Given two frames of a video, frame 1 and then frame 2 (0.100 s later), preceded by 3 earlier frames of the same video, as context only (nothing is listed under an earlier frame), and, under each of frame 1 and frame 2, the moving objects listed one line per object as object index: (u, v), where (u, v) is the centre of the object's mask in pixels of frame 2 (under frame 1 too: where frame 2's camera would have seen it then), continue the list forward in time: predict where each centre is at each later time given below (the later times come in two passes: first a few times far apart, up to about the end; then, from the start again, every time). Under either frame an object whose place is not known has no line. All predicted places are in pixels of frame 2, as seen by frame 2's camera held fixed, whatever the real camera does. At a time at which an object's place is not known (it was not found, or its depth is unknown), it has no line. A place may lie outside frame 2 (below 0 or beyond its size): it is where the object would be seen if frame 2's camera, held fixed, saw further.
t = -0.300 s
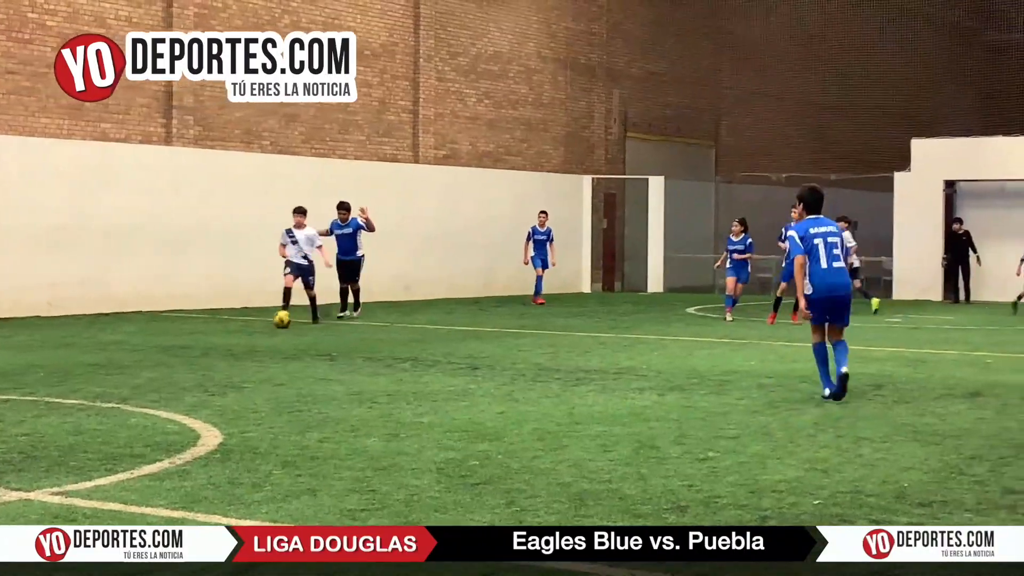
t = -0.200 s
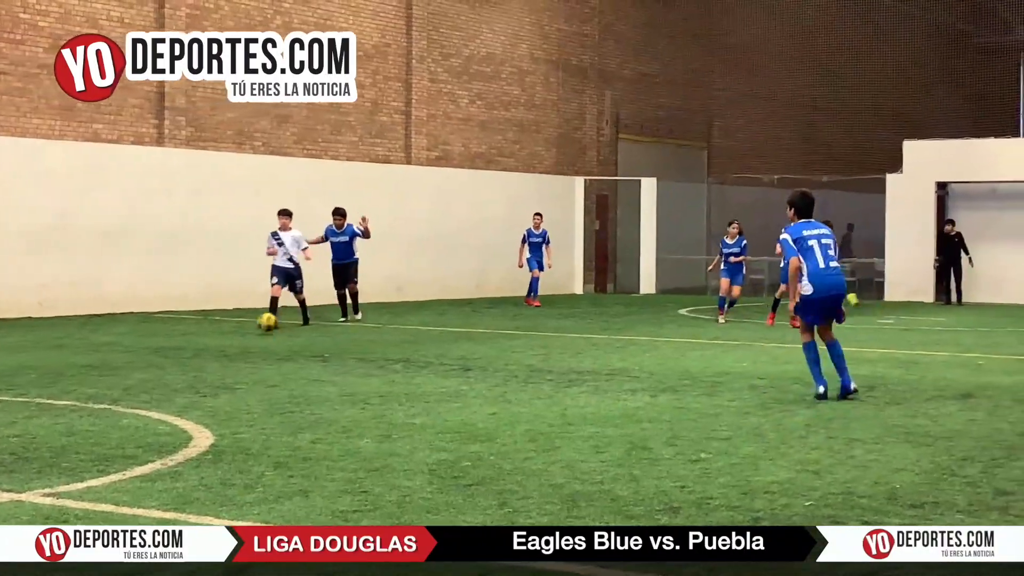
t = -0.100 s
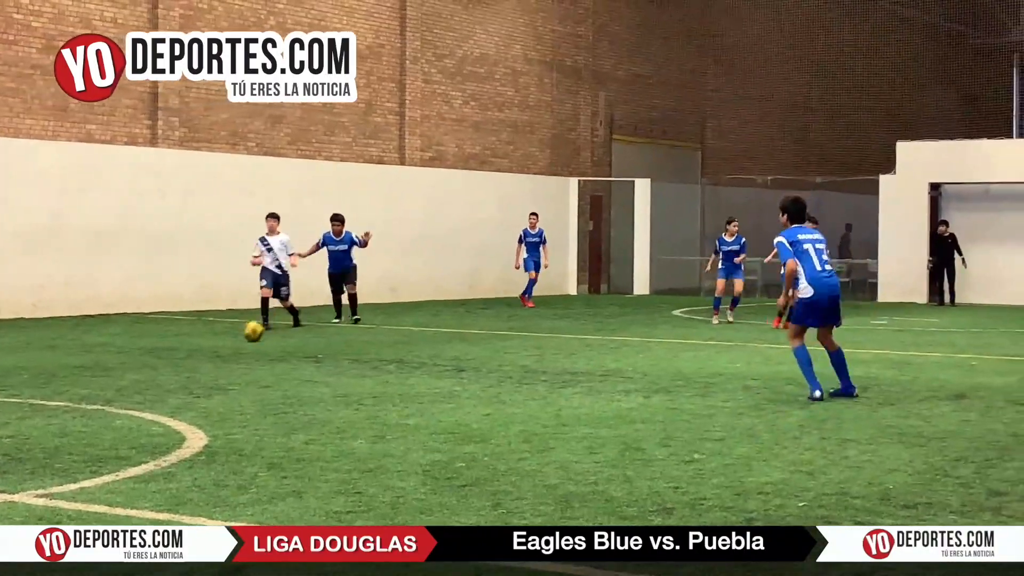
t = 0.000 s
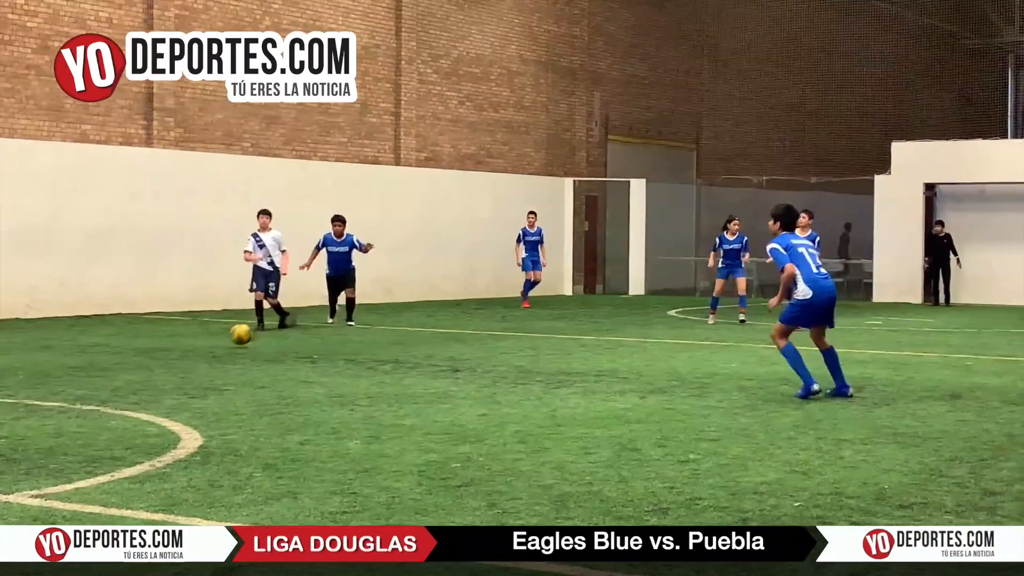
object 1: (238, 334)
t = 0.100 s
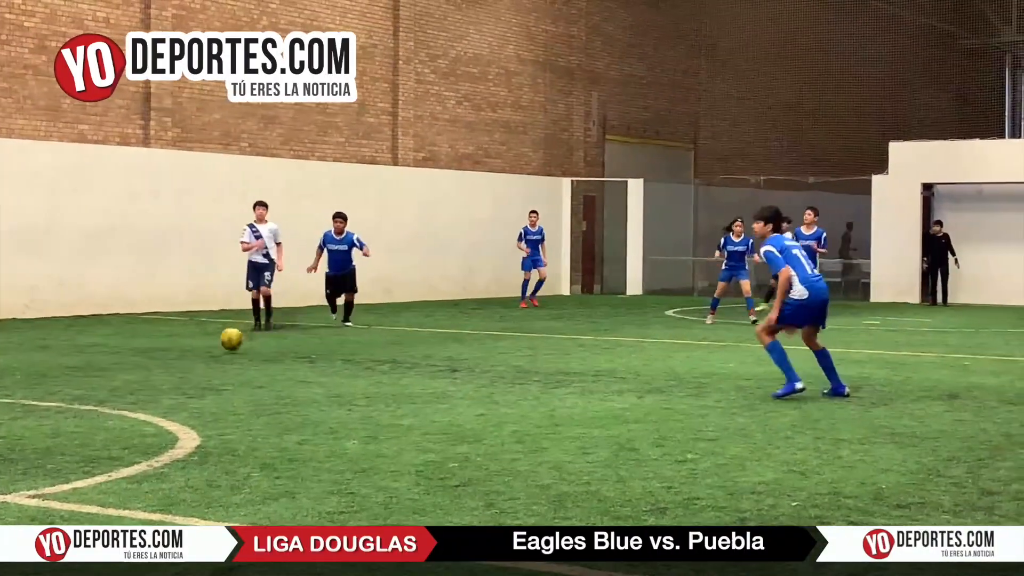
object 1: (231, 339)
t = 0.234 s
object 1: (223, 346)
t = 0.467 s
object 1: (207, 363)
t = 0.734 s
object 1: (188, 382)
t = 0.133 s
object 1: (229, 339)
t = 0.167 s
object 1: (227, 340)
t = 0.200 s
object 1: (225, 342)
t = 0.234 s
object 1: (223, 346)
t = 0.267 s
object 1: (220, 351)
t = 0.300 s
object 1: (218, 351)
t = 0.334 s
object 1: (216, 352)
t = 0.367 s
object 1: (214, 353)
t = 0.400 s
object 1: (212, 357)
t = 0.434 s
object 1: (209, 361)
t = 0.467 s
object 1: (207, 363)
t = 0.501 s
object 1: (204, 364)
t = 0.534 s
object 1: (202, 367)
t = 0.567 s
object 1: (200, 370)
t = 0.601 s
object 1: (197, 372)
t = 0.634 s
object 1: (195, 374)
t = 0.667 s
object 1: (192, 377)
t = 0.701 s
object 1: (190, 379)
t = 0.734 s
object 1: (188, 382)
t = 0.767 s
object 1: (185, 386)
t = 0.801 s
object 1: (182, 388)
